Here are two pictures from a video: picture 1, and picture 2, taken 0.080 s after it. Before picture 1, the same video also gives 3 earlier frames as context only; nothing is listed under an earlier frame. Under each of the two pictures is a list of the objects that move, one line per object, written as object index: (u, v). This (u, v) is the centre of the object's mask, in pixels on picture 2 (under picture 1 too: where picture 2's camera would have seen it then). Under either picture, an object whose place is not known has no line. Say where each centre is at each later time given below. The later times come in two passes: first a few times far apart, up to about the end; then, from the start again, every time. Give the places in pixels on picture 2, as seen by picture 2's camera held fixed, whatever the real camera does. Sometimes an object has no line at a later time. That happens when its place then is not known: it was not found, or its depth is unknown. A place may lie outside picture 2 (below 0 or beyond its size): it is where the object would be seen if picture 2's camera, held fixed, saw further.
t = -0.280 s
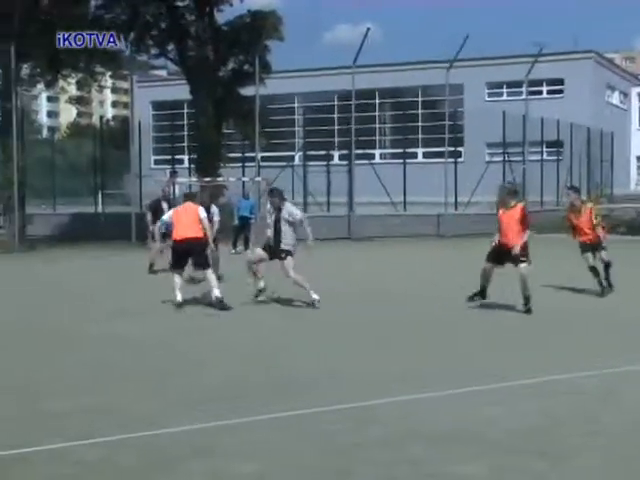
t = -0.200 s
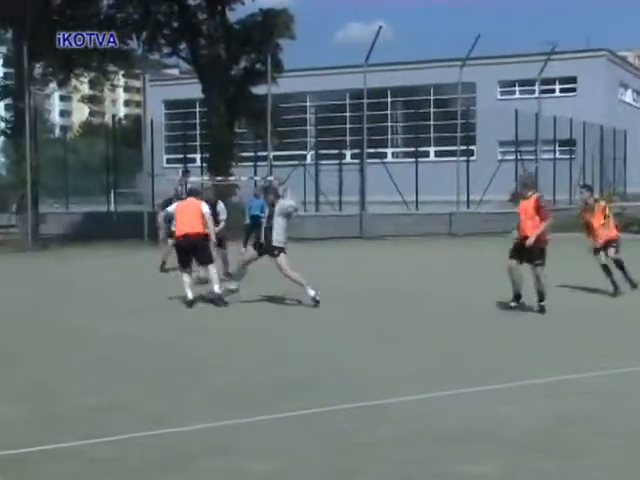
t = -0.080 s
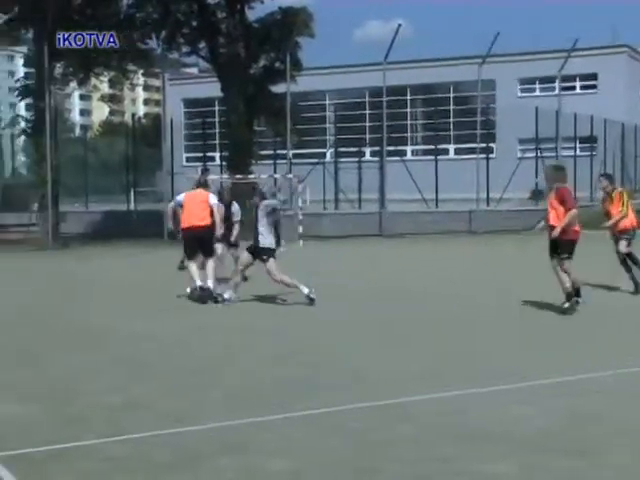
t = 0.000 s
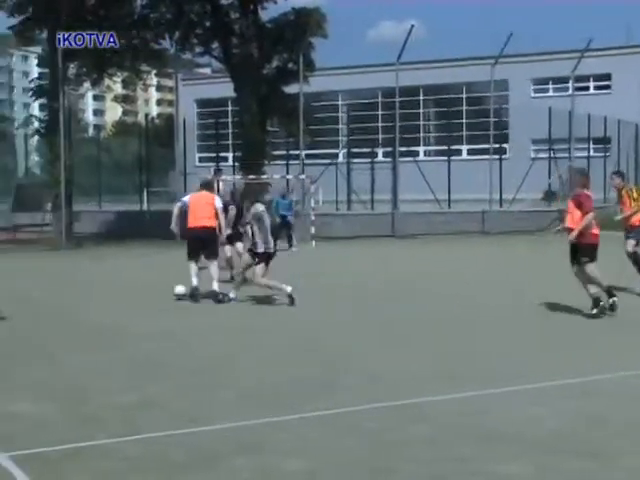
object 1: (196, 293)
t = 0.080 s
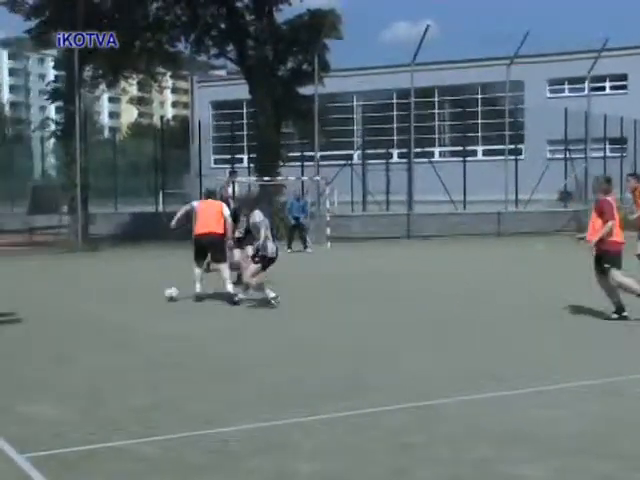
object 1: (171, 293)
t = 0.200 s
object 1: (137, 293)
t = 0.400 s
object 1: (83, 292)
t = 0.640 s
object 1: (22, 290)
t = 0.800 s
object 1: (-18, 289)
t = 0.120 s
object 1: (159, 293)
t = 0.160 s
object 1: (147, 293)
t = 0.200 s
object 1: (137, 293)
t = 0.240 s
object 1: (126, 293)
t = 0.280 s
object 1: (115, 293)
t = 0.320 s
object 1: (103, 293)
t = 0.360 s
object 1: (93, 292)
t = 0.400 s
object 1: (83, 292)
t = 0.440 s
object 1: (72, 292)
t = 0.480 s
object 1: (61, 291)
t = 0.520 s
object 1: (51, 291)
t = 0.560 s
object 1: (41, 292)
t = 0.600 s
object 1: (32, 292)
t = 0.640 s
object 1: (22, 290)
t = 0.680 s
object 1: (12, 290)
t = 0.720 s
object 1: (2, 291)
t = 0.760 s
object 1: (-7, 291)
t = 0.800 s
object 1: (-18, 289)
